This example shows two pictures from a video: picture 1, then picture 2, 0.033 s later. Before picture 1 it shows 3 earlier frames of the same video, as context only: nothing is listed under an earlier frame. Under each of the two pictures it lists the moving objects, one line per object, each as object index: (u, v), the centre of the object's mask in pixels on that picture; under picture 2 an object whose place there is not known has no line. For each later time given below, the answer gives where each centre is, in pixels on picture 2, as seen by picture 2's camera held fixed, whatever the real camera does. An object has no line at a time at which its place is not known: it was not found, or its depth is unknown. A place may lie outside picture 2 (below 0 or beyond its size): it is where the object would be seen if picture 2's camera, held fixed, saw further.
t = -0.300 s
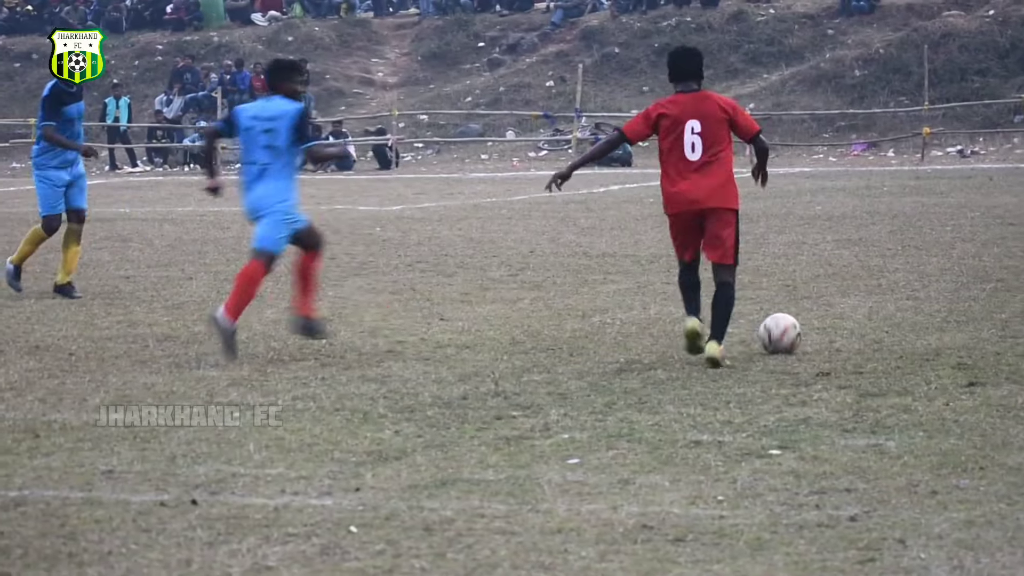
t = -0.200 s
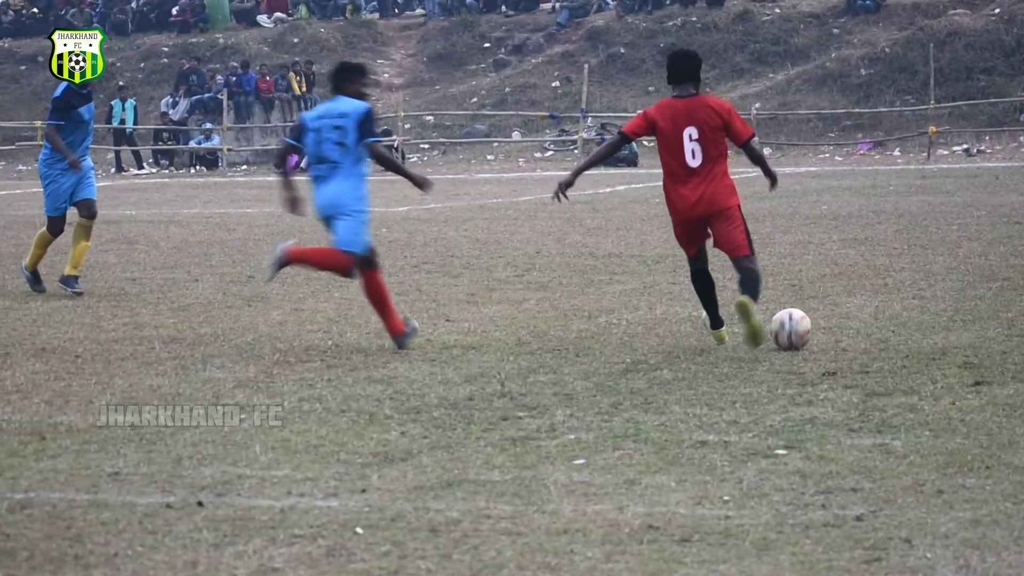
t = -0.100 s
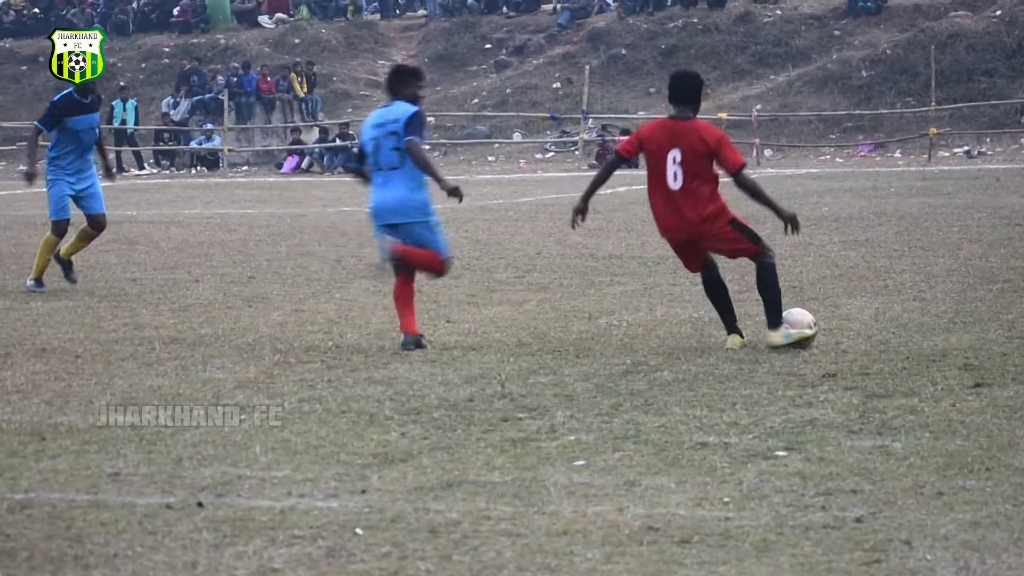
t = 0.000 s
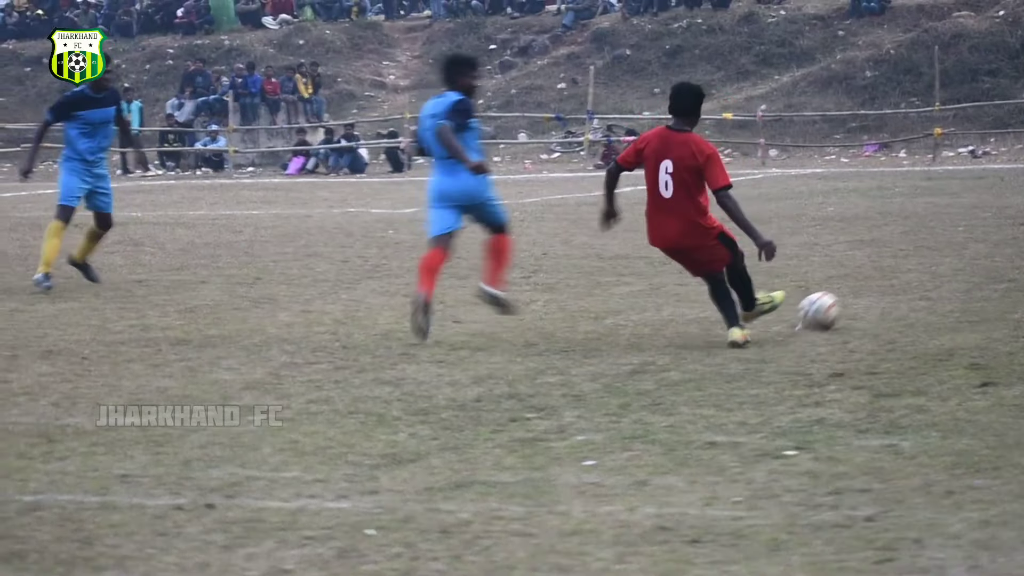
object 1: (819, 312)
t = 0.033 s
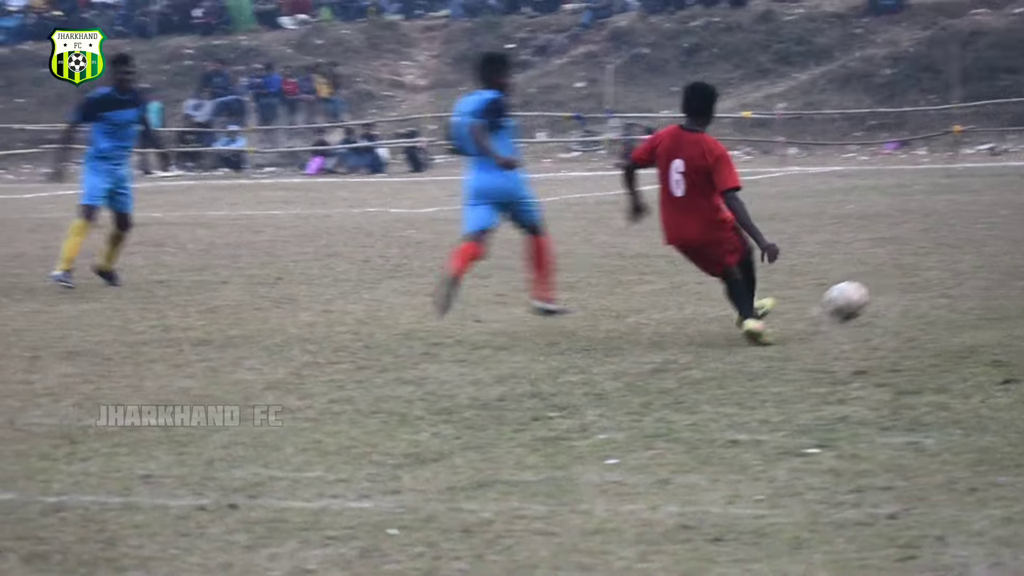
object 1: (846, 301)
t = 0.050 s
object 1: (851, 296)
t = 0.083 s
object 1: (860, 291)
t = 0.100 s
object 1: (863, 290)
